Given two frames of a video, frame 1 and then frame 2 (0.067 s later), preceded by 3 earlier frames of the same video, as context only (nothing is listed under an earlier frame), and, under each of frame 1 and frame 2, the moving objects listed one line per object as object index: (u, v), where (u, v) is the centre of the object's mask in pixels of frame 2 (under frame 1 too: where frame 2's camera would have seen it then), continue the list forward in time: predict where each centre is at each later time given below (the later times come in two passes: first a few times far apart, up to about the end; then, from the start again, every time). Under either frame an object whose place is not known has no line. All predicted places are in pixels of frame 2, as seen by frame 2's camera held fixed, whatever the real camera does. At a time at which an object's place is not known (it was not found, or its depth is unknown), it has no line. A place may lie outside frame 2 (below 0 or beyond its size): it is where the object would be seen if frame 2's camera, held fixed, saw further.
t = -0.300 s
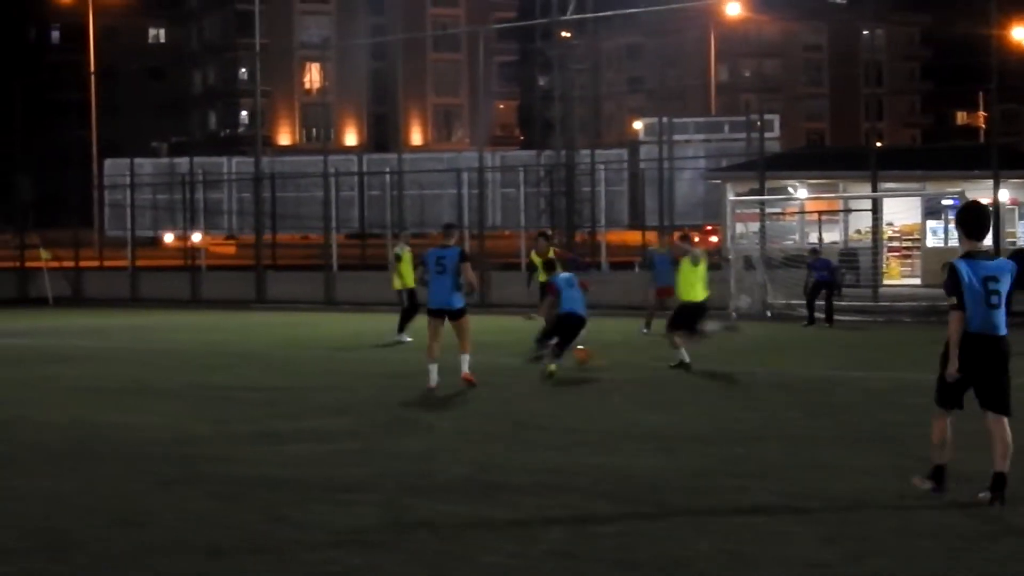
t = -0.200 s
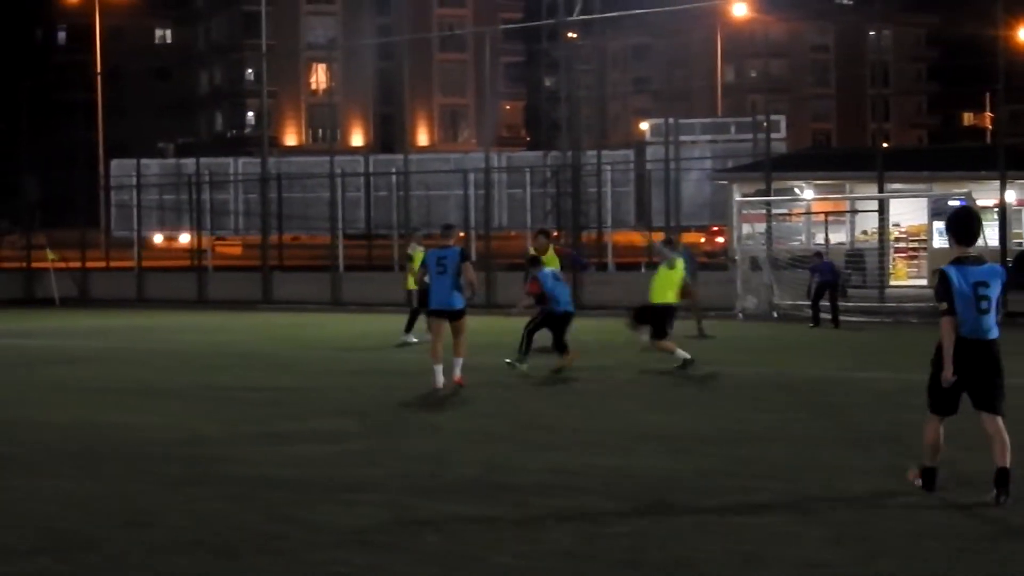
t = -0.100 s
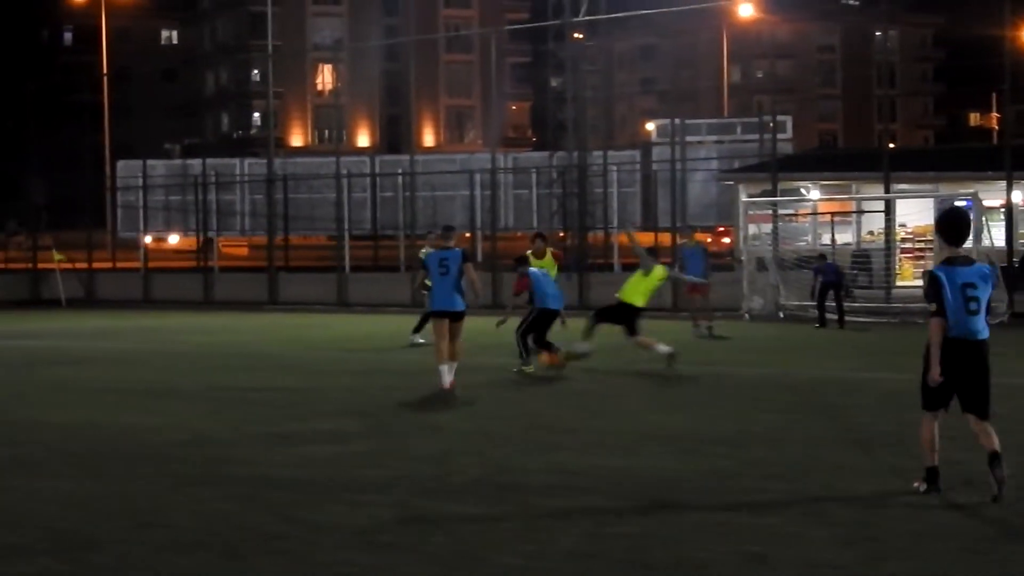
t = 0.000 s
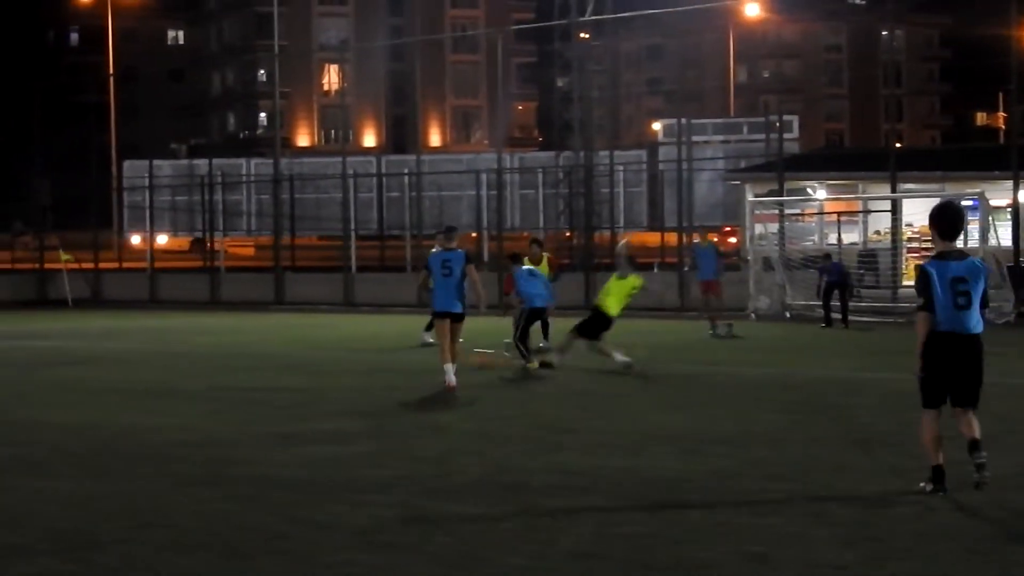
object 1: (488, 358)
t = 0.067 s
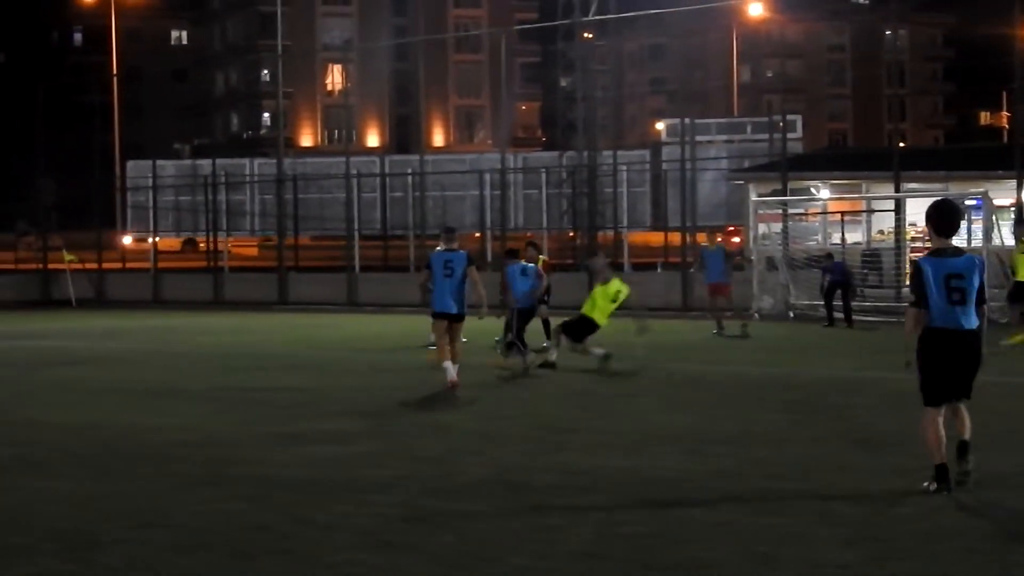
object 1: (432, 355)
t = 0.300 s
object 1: (288, 358)
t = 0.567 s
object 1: (171, 356)
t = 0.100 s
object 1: (414, 354)
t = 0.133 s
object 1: (390, 355)
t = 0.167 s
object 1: (369, 353)
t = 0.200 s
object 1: (345, 357)
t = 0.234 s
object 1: (326, 357)
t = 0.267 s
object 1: (308, 357)
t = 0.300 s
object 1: (288, 358)
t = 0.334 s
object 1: (270, 356)
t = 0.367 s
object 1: (252, 357)
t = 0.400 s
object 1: (235, 357)
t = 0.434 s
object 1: (221, 356)
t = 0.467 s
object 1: (206, 354)
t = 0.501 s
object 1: (193, 354)
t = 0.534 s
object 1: (180, 355)
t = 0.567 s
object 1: (171, 356)
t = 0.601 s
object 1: (160, 355)
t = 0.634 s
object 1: (148, 354)
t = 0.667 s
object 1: (135, 353)
